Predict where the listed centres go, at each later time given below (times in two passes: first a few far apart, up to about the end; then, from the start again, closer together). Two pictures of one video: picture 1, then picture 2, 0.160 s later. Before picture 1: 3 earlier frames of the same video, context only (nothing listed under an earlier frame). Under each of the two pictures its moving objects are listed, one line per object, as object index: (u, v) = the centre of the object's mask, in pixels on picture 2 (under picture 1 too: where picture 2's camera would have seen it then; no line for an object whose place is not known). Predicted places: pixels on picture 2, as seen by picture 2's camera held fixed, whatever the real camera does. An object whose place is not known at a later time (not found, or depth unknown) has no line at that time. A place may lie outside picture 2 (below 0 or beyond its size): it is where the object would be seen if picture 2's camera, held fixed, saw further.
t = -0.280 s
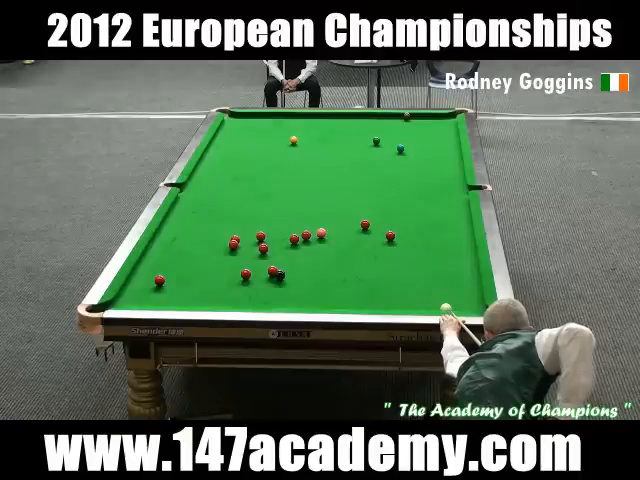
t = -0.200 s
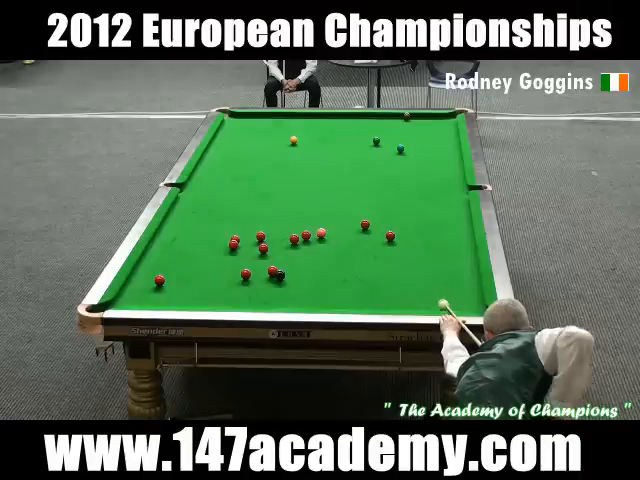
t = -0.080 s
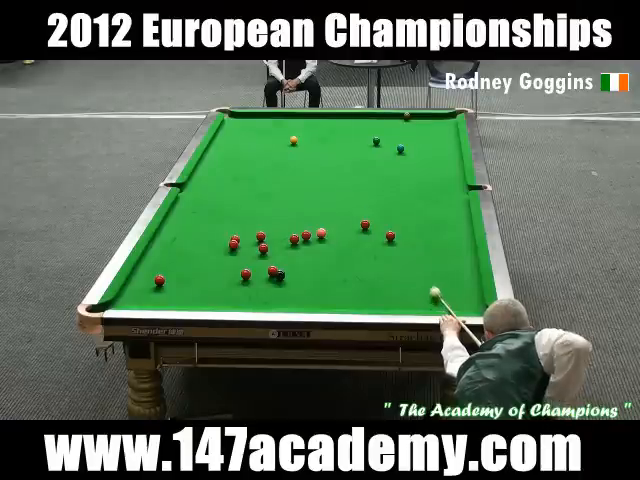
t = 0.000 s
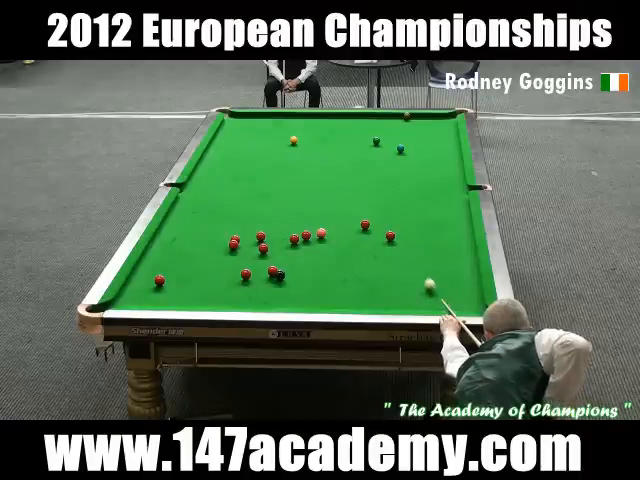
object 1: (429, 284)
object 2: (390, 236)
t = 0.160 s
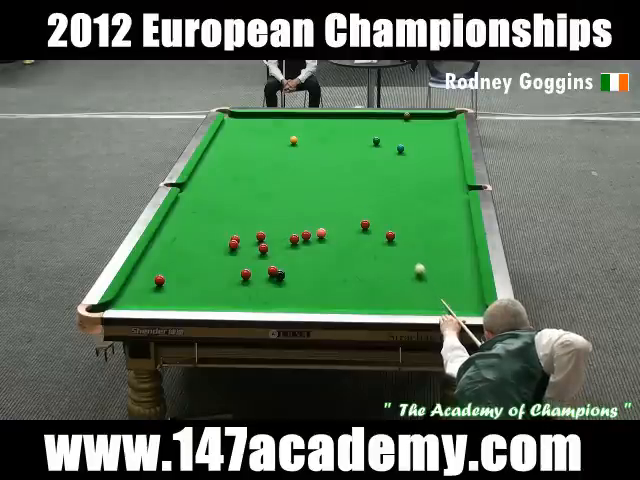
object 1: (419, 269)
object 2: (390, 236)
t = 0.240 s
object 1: (415, 262)
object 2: (390, 236)
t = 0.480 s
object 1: (402, 243)
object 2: (390, 235)
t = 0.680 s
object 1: (405, 232)
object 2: (378, 232)
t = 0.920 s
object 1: (415, 221)
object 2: (361, 227)
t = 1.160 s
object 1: (423, 211)
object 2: (343, 223)
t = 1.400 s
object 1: (431, 202)
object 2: (328, 220)
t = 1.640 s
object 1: (439, 193)
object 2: (312, 216)
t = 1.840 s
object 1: (444, 187)
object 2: (301, 214)
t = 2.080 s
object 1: (451, 179)
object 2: (287, 211)
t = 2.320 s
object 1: (457, 172)
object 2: (275, 208)
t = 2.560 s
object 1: (458, 166)
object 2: (264, 205)
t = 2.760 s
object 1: (455, 161)
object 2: (255, 203)
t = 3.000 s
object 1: (451, 157)
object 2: (245, 201)
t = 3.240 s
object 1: (448, 153)
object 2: (236, 199)
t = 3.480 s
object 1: (445, 148)
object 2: (227, 197)
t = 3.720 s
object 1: (442, 145)
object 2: (220, 196)
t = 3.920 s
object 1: (440, 142)
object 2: (214, 195)
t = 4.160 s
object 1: (438, 139)
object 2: (208, 193)
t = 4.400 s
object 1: (436, 136)
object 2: (202, 192)
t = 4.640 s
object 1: (434, 133)
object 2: (197, 191)
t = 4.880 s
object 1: (432, 131)
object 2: (192, 191)
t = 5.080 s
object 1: (430, 129)
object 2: (189, 190)
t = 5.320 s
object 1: (429, 128)
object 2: (186, 189)
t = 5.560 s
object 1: (427, 126)
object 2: (183, 188)
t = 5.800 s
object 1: (425, 125)
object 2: (182, 188)
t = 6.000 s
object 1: (425, 124)
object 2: (182, 188)
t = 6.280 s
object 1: (423, 122)
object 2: (182, 188)
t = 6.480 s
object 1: (422, 122)
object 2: (182, 188)
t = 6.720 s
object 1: (422, 121)
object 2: (182, 188)
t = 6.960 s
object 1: (421, 121)
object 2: (182, 188)
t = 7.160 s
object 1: (421, 121)
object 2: (182, 188)
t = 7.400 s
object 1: (421, 120)
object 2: (181, 188)
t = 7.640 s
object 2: (181, 188)
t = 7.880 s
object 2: (181, 188)
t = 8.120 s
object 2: (181, 188)
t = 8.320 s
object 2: (181, 188)
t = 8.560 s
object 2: (181, 188)
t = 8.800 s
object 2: (181, 188)
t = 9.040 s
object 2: (181, 188)
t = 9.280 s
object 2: (181, 188)
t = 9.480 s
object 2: (181, 188)
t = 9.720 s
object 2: (181, 188)
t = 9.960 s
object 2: (181, 188)
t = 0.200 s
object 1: (417, 266)
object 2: (390, 236)
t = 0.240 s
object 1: (415, 262)
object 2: (390, 236)
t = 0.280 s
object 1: (412, 259)
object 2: (390, 236)
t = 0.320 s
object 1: (410, 255)
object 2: (390, 236)
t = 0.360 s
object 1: (408, 252)
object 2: (390, 236)
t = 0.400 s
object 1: (406, 249)
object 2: (390, 236)
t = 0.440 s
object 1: (404, 246)
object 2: (390, 236)
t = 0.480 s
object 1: (402, 243)
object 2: (390, 235)
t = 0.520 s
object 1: (399, 240)
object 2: (390, 236)
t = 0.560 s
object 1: (399, 237)
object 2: (389, 235)
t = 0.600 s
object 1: (401, 235)
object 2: (385, 234)
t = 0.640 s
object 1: (404, 233)
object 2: (381, 233)
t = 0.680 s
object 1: (405, 232)
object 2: (378, 232)
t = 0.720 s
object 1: (407, 230)
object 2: (374, 231)
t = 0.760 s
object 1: (409, 228)
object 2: (372, 230)
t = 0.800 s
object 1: (410, 226)
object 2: (369, 229)
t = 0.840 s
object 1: (411, 224)
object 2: (366, 229)
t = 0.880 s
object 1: (413, 223)
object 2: (363, 227)
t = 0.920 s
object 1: (415, 221)
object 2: (361, 227)
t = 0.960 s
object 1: (416, 219)
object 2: (357, 226)
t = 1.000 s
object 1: (418, 218)
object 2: (355, 226)
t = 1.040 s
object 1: (419, 216)
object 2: (352, 225)
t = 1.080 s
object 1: (420, 214)
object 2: (349, 225)
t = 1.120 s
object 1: (422, 213)
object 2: (346, 224)
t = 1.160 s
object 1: (423, 211)
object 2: (343, 223)
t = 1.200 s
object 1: (425, 210)
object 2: (340, 223)
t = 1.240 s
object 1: (426, 208)
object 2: (338, 222)
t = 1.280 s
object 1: (427, 206)
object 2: (335, 221)
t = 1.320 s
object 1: (429, 205)
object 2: (332, 221)
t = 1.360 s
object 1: (430, 203)
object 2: (330, 220)
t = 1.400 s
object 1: (431, 202)
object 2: (328, 220)
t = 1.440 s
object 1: (433, 200)
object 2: (325, 218)
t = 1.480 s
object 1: (434, 199)
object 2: (322, 218)
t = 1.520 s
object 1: (435, 197)
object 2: (320, 218)
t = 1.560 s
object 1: (436, 196)
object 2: (317, 217)
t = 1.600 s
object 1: (438, 195)
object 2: (315, 217)
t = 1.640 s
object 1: (439, 193)
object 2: (312, 216)
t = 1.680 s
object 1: (440, 192)
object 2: (310, 216)
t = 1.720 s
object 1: (441, 191)
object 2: (308, 216)
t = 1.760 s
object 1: (442, 189)
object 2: (305, 215)
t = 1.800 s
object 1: (443, 188)
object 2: (303, 215)
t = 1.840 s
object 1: (444, 187)
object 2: (301, 214)
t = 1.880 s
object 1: (445, 185)
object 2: (298, 214)
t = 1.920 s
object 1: (447, 184)
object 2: (296, 213)
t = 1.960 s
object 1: (448, 182)
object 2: (294, 213)
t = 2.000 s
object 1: (449, 181)
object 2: (292, 212)
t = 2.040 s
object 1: (450, 180)
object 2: (289, 212)
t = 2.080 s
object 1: (451, 179)
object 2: (287, 211)
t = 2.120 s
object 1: (452, 178)
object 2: (285, 211)
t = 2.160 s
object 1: (453, 177)
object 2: (283, 210)
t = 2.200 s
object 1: (454, 176)
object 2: (281, 210)
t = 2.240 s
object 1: (455, 175)
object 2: (279, 209)
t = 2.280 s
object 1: (456, 174)
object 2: (277, 209)
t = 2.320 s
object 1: (457, 172)
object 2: (275, 208)
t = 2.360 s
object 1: (458, 171)
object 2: (273, 208)
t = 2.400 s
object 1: (459, 170)
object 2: (271, 207)
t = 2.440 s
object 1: (460, 169)
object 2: (269, 207)
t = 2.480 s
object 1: (459, 168)
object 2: (267, 206)
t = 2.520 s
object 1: (459, 167)
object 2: (265, 206)
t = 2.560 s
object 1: (458, 166)
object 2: (264, 205)
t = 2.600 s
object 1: (457, 165)
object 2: (262, 205)
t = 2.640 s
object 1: (457, 164)
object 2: (260, 204)
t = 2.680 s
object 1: (456, 163)
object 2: (258, 204)
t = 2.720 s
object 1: (456, 162)
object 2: (257, 204)
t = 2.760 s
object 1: (455, 161)
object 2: (255, 203)
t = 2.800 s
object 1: (454, 160)
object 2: (253, 203)
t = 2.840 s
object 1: (454, 160)
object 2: (251, 203)
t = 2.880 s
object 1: (453, 159)
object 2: (250, 202)
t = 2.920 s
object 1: (453, 158)
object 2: (248, 202)
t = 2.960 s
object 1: (452, 157)
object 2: (247, 201)
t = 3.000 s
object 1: (451, 157)
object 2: (245, 201)
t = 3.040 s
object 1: (451, 156)
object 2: (243, 201)
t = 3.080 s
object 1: (450, 155)
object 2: (242, 200)
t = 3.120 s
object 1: (450, 154)
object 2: (240, 200)
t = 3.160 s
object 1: (449, 154)
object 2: (239, 200)
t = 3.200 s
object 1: (449, 153)
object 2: (237, 199)
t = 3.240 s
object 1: (448, 153)
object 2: (236, 199)
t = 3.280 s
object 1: (447, 152)
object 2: (234, 199)
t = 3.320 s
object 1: (447, 151)
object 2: (233, 199)
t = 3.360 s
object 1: (446, 150)
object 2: (231, 198)
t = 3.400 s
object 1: (446, 149)
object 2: (230, 198)
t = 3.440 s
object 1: (445, 149)
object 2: (229, 198)
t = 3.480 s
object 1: (445, 148)
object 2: (227, 197)
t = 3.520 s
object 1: (445, 148)
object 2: (226, 197)
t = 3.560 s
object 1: (444, 147)
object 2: (225, 197)
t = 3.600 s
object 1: (444, 146)
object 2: (224, 196)
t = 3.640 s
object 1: (443, 146)
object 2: (222, 196)
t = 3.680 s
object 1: (443, 145)
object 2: (221, 196)
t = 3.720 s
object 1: (442, 145)
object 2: (220, 196)
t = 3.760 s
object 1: (442, 144)
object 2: (219, 196)
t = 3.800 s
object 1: (442, 144)
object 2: (217, 196)
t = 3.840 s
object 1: (441, 143)
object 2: (216, 195)
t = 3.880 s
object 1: (441, 143)
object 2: (215, 195)
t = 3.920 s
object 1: (440, 142)
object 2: (214, 195)
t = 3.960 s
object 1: (440, 142)
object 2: (213, 195)
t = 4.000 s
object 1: (440, 141)
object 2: (212, 194)
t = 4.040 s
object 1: (439, 140)
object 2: (211, 194)
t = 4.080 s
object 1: (439, 140)
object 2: (210, 194)
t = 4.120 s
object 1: (438, 140)
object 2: (209, 194)
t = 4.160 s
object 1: (438, 139)
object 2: (208, 193)
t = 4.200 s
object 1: (438, 138)
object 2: (207, 193)
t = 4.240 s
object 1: (437, 138)
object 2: (205, 193)
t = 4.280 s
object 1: (437, 137)
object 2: (204, 193)
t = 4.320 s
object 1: (436, 137)
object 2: (203, 193)
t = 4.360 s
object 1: (436, 137)
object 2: (203, 192)
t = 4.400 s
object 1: (436, 136)
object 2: (202, 192)
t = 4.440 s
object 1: (436, 136)
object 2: (201, 192)
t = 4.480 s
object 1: (435, 135)
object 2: (200, 192)
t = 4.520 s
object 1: (435, 135)
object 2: (199, 192)
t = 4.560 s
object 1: (434, 134)
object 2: (198, 192)
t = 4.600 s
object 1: (434, 134)
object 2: (197, 192)
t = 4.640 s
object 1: (434, 133)
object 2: (197, 191)
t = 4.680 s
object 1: (433, 133)
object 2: (196, 191)
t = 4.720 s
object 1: (433, 133)
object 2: (195, 191)
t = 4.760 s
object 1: (433, 132)
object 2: (195, 191)
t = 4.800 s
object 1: (432, 132)
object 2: (194, 191)
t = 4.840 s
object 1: (432, 132)
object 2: (193, 191)
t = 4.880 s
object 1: (432, 131)
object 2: (192, 191)
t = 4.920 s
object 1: (431, 131)
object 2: (192, 190)
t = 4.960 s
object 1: (431, 130)
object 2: (191, 190)
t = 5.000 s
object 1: (431, 130)
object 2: (190, 190)
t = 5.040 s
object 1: (430, 130)
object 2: (190, 190)
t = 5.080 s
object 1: (430, 129)
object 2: (189, 190)
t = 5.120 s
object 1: (430, 129)
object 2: (188, 189)
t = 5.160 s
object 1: (430, 129)
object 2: (188, 190)
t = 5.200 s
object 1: (429, 128)
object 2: (187, 190)
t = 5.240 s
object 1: (429, 128)
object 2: (187, 190)
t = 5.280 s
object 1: (429, 128)
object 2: (186, 189)
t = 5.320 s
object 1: (429, 128)
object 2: (186, 189)
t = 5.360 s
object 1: (428, 127)
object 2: (185, 189)
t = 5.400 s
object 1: (428, 127)
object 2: (184, 189)
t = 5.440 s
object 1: (428, 127)
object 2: (184, 189)
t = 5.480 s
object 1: (428, 127)
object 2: (184, 189)
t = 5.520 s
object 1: (427, 126)
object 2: (183, 188)
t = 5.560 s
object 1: (427, 126)
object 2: (183, 188)
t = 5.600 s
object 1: (427, 126)
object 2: (183, 188)
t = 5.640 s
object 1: (426, 126)
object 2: (182, 188)
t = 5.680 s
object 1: (426, 125)
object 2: (182, 188)
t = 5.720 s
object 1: (426, 125)
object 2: (182, 188)
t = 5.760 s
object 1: (425, 125)
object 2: (182, 188)
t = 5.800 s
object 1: (425, 125)
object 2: (182, 188)
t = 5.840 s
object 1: (425, 125)
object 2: (182, 188)
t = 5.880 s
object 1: (425, 124)
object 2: (182, 188)
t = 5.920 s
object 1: (425, 124)
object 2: (182, 188)
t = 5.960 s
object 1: (425, 124)
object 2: (182, 188)
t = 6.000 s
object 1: (425, 124)
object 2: (182, 188)
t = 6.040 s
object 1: (424, 124)
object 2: (182, 188)
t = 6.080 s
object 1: (424, 123)
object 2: (182, 188)
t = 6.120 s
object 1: (424, 123)
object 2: (182, 188)
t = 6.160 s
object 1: (424, 123)
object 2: (182, 188)
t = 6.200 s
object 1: (424, 123)
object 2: (182, 188)
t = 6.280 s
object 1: (423, 122)
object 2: (182, 188)
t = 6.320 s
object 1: (423, 122)
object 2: (182, 188)
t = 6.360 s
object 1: (423, 122)
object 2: (182, 188)
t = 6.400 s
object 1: (423, 122)
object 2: (182, 188)
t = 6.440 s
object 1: (422, 122)
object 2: (182, 188)
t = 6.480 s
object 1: (422, 122)
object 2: (182, 188)
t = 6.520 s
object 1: (422, 122)
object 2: (182, 188)
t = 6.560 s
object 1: (422, 122)
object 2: (182, 188)
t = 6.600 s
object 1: (422, 121)
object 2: (182, 188)
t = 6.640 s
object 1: (422, 121)
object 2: (182, 188)
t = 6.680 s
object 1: (422, 121)
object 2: (182, 188)
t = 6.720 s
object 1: (422, 121)
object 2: (182, 188)
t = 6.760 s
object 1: (422, 121)
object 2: (182, 188)
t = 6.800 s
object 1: (422, 121)
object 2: (182, 188)
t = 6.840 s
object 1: (422, 121)
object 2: (182, 188)
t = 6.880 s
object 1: (421, 121)
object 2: (182, 188)
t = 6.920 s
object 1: (421, 121)
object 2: (181, 188)
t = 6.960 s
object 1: (421, 121)
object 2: (182, 188)
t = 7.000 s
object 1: (421, 121)
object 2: (182, 188)
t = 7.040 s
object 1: (421, 121)
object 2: (182, 188)
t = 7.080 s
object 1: (421, 121)
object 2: (182, 188)
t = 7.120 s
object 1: (421, 121)
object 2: (182, 188)
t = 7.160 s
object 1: (421, 121)
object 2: (182, 188)
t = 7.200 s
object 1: (421, 121)
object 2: (182, 188)
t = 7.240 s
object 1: (421, 120)
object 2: (181, 188)
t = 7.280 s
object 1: (421, 120)
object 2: (181, 188)
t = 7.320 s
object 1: (421, 120)
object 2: (181, 188)
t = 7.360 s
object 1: (421, 120)
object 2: (181, 188)
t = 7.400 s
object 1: (421, 120)
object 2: (181, 188)
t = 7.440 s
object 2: (181, 188)
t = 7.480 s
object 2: (181, 188)
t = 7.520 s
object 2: (181, 188)
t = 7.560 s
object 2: (181, 188)
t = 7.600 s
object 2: (181, 188)
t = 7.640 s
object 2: (181, 188)
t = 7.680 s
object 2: (181, 188)
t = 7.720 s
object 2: (181, 188)
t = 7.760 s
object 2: (181, 188)
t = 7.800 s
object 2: (181, 188)
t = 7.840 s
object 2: (181, 188)
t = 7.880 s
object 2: (181, 188)
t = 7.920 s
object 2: (181, 188)
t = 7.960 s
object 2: (181, 188)
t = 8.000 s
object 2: (181, 188)
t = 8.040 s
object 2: (181, 188)
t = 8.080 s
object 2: (181, 188)
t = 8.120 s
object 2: (181, 188)
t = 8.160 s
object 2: (181, 188)
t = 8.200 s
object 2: (181, 188)
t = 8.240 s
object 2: (181, 188)
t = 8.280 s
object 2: (181, 188)
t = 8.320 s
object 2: (181, 188)
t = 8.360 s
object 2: (181, 188)
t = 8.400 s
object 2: (181, 188)
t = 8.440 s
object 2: (181, 188)
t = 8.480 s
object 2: (181, 188)
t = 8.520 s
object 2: (181, 188)
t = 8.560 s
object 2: (181, 188)
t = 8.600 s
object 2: (181, 188)
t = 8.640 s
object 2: (181, 188)
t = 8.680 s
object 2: (181, 188)
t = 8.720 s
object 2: (181, 188)
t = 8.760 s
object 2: (181, 188)
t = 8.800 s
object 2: (181, 188)
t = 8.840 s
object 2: (181, 188)
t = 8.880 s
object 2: (181, 188)
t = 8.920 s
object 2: (181, 188)
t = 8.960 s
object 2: (181, 188)
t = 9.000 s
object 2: (181, 188)
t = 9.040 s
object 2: (181, 188)
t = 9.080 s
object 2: (181, 188)
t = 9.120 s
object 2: (181, 188)
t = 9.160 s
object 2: (181, 188)
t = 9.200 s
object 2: (181, 188)
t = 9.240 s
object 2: (181, 188)
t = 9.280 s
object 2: (181, 188)
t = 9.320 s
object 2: (181, 188)
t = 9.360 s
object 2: (181, 188)
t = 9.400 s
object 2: (181, 188)
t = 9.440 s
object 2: (181, 188)
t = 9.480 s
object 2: (181, 188)
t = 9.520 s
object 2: (181, 188)
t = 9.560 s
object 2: (181, 188)
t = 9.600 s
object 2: (181, 188)
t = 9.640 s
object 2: (181, 188)
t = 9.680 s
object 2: (181, 188)
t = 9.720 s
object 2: (181, 188)
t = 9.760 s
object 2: (181, 188)
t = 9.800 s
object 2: (181, 188)
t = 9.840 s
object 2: (181, 188)
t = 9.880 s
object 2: (181, 188)
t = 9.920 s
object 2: (181, 188)
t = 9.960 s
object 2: (181, 188)
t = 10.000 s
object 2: (181, 188)
